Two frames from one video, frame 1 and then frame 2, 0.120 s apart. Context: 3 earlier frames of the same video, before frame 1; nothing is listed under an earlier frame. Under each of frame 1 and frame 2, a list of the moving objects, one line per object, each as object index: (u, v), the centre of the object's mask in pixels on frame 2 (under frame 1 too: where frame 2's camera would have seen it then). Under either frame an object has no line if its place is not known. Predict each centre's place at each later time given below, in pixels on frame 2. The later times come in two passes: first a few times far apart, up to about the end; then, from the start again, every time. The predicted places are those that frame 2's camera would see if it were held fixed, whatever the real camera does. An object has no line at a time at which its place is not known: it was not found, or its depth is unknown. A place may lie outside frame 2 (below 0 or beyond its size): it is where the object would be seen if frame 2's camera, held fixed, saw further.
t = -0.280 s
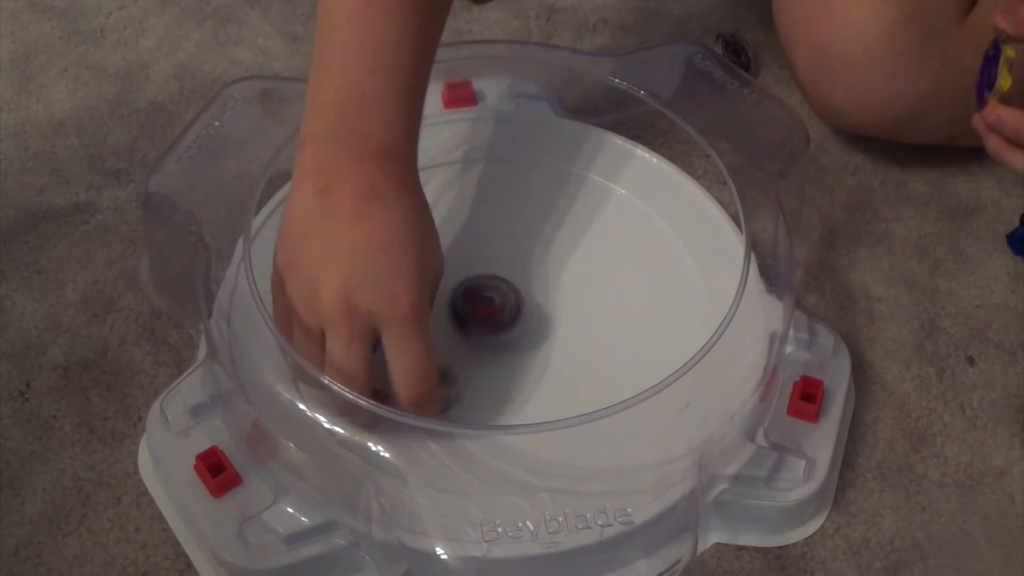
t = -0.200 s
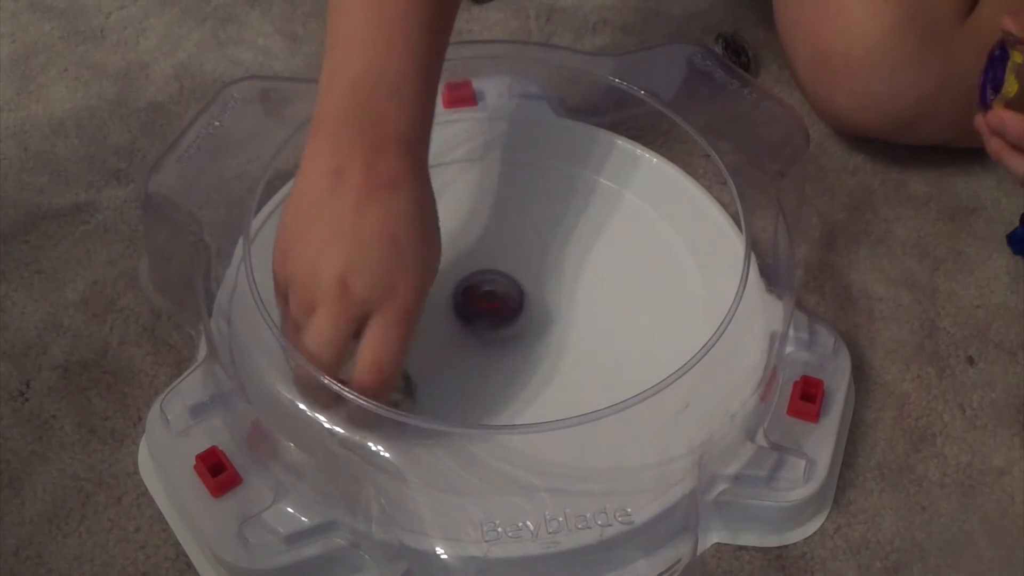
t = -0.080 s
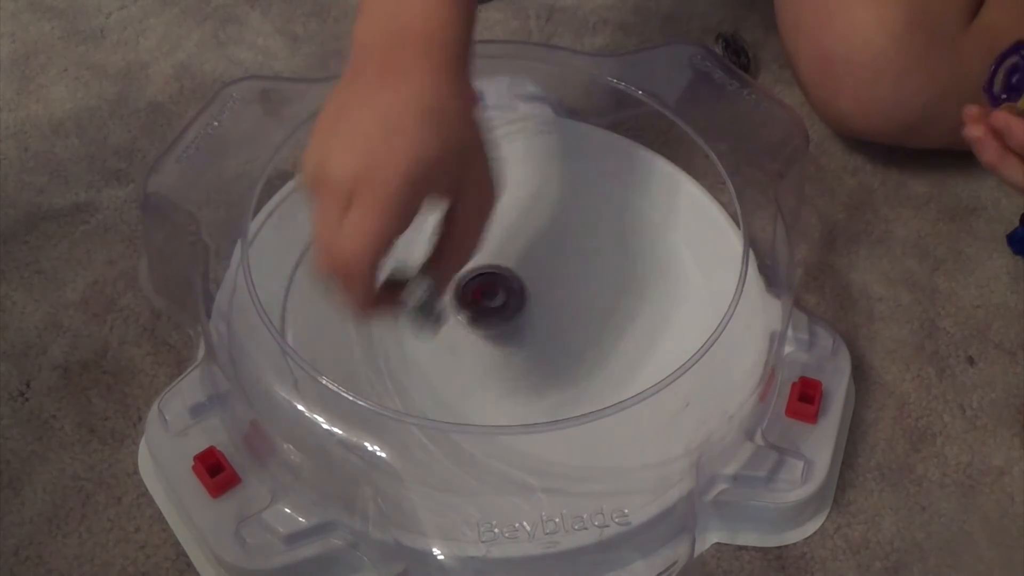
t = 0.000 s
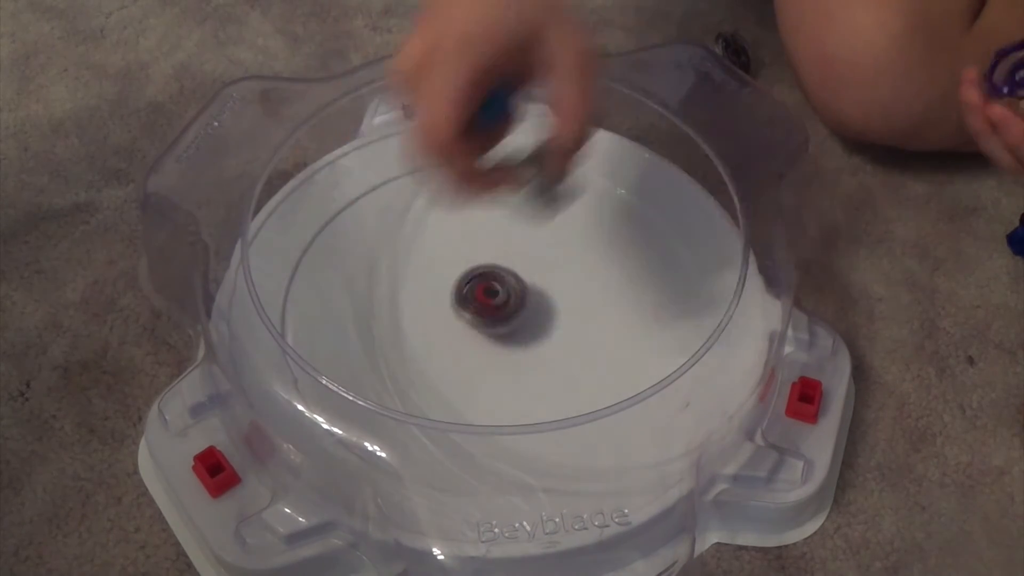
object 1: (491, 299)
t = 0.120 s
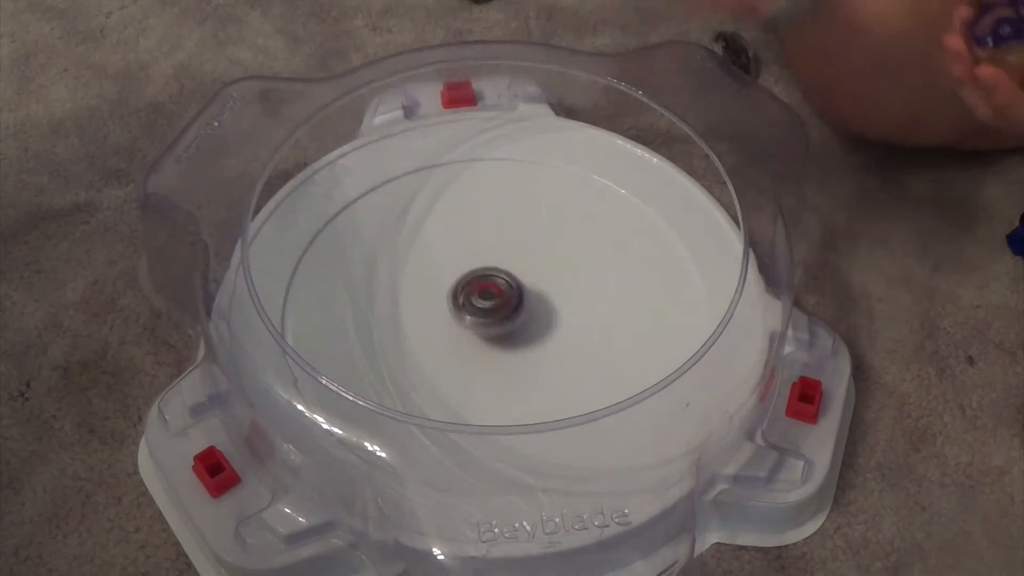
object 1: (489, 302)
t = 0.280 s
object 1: (484, 312)
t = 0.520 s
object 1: (476, 328)
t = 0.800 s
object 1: (480, 337)
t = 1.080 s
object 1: (500, 331)
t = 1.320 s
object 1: (514, 317)
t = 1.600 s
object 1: (510, 308)
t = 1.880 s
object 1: (490, 310)
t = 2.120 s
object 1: (468, 310)
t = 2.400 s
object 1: (464, 315)
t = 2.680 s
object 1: (481, 326)
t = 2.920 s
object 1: (497, 333)
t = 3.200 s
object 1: (510, 335)
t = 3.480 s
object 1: (505, 324)
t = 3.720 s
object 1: (495, 311)
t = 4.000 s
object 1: (481, 301)
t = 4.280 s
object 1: (475, 303)
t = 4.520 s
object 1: (474, 316)
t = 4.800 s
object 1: (482, 332)
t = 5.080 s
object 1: (503, 334)
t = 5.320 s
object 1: (511, 326)
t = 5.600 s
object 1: (511, 317)
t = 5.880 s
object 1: (497, 310)
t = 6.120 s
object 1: (480, 310)
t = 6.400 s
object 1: (466, 313)
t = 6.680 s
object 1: (473, 320)
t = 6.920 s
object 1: (487, 330)
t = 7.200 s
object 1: (504, 334)
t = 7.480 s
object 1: (510, 330)
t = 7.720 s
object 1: (507, 323)
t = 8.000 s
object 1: (499, 310)
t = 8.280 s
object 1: (492, 304)
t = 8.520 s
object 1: (483, 304)
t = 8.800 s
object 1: (474, 307)
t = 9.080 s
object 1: (472, 316)
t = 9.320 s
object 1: (472, 321)
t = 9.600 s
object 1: (483, 329)
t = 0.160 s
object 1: (488, 304)
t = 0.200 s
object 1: (488, 307)
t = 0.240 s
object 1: (486, 310)
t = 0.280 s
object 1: (484, 312)
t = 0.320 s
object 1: (483, 315)
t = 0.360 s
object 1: (481, 318)
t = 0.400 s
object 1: (480, 320)
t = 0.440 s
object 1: (479, 323)
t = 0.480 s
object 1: (477, 325)
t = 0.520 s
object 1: (476, 328)
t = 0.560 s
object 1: (475, 331)
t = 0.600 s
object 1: (475, 333)
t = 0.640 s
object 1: (476, 335)
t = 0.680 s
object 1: (476, 335)
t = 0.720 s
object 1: (478, 337)
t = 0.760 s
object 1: (478, 338)
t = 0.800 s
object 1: (480, 337)
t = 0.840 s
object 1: (482, 337)
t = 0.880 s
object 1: (484, 337)
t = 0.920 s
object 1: (488, 336)
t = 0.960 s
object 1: (490, 335)
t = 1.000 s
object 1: (493, 335)
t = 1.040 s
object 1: (497, 332)
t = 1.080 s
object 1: (500, 331)
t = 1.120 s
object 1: (503, 329)
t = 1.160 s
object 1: (505, 327)
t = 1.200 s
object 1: (509, 325)
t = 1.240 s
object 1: (511, 324)
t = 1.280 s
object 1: (514, 321)
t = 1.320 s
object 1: (514, 317)
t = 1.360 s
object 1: (516, 314)
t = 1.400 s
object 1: (516, 313)
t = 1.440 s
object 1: (515, 310)
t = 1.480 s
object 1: (516, 309)
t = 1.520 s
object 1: (513, 308)
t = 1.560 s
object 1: (512, 308)
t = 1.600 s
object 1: (510, 308)
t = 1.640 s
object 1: (508, 307)
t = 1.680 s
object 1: (506, 307)
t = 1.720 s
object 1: (502, 306)
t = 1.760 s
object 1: (501, 310)
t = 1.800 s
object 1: (497, 308)
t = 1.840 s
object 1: (493, 309)
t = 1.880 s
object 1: (490, 310)
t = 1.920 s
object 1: (486, 308)
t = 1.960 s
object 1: (483, 308)
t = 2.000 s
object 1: (480, 310)
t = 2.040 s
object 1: (475, 309)
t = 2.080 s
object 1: (471, 309)
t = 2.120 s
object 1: (468, 310)
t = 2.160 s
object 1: (466, 311)
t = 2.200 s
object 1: (465, 311)
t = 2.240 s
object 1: (464, 313)
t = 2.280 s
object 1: (463, 313)
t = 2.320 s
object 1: (465, 315)
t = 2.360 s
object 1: (464, 315)
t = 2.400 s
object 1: (464, 315)
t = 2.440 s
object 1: (465, 317)
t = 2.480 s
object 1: (466, 318)
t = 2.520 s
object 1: (470, 319)
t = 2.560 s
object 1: (471, 321)
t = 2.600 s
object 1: (472, 322)
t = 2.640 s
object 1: (476, 323)
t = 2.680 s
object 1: (481, 326)
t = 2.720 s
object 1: (483, 328)
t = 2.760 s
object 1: (486, 329)
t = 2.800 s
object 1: (488, 329)
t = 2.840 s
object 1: (491, 330)
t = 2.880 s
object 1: (495, 333)
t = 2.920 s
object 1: (497, 333)
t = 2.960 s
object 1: (501, 335)
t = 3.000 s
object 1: (504, 335)
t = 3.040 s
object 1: (506, 336)
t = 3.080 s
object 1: (507, 335)
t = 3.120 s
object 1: (507, 335)
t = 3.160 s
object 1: (508, 334)
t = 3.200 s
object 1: (510, 335)
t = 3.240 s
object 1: (510, 335)
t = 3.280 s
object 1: (510, 334)
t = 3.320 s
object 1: (510, 333)
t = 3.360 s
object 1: (509, 331)
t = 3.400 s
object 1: (509, 330)
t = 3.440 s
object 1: (507, 327)
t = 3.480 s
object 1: (505, 324)
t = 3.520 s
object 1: (505, 323)
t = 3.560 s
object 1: (503, 320)
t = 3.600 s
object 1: (501, 318)
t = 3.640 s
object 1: (498, 314)
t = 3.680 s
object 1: (496, 312)
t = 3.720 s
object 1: (495, 311)
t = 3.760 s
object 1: (493, 309)
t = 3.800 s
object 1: (489, 306)
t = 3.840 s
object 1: (487, 304)
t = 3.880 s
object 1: (487, 304)
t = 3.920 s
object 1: (484, 303)
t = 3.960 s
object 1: (484, 303)
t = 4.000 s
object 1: (481, 301)
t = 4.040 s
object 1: (479, 301)
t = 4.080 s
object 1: (480, 302)
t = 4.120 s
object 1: (478, 302)
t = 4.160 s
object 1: (477, 300)
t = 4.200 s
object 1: (476, 302)
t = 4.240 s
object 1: (475, 302)
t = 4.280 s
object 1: (475, 303)
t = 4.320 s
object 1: (475, 305)
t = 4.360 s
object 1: (476, 308)
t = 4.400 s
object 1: (474, 308)
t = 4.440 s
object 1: (473, 310)
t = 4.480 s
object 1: (473, 312)
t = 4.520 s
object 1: (474, 316)
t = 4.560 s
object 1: (474, 320)
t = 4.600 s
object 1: (473, 321)
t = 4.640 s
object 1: (474, 323)
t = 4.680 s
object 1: (477, 327)
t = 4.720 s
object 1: (478, 329)
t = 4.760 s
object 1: (480, 330)
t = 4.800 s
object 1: (482, 332)
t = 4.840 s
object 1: (485, 335)
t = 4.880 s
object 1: (488, 336)
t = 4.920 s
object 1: (491, 336)
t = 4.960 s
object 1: (494, 336)
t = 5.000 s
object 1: (497, 335)
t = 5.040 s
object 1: (500, 336)
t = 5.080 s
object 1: (503, 334)
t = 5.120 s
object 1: (505, 333)
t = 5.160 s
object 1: (507, 331)
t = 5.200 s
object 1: (509, 330)
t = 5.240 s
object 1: (510, 328)
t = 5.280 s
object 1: (512, 327)
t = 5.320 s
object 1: (511, 326)
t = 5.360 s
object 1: (511, 323)
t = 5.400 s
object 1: (513, 323)
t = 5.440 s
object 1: (512, 322)
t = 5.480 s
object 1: (513, 321)
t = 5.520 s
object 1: (513, 320)
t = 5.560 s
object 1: (511, 318)
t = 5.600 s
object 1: (511, 317)
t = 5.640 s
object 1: (509, 316)
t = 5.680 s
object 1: (507, 315)
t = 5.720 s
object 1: (507, 315)
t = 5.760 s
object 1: (504, 313)
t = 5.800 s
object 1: (502, 311)
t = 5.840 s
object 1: (500, 310)
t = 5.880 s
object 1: (497, 310)
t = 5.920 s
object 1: (493, 309)
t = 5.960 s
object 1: (492, 310)
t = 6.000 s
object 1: (487, 309)
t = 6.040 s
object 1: (486, 309)
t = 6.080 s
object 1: (482, 310)
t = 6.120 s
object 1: (480, 310)
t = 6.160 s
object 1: (477, 311)
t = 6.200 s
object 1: (474, 311)
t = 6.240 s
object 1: (470, 311)
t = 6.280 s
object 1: (469, 312)
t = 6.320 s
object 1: (468, 313)
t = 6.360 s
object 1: (467, 313)
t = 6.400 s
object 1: (466, 313)
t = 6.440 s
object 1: (468, 314)
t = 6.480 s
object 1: (467, 316)
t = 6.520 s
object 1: (470, 317)
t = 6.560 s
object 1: (469, 317)
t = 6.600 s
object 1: (470, 318)
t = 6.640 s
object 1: (472, 319)
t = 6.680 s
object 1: (473, 320)
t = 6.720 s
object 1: (473, 322)
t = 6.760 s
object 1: (475, 323)
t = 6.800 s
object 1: (481, 326)
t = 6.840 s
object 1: (483, 328)
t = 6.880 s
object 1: (485, 329)
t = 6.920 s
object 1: (487, 330)
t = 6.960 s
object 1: (491, 331)
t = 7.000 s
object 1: (493, 332)
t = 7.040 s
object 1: (494, 333)
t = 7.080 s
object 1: (497, 334)
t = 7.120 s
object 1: (501, 334)
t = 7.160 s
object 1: (503, 334)
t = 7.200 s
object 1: (504, 334)
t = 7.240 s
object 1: (507, 334)
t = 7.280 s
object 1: (509, 333)
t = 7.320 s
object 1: (508, 333)
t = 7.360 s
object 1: (507, 332)
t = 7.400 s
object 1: (509, 331)
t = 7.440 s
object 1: (510, 331)
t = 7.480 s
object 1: (510, 330)
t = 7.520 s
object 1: (508, 329)
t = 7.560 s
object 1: (508, 328)
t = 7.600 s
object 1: (509, 326)
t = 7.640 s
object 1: (509, 325)
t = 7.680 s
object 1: (507, 324)
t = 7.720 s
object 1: (507, 323)
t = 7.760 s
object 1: (507, 319)
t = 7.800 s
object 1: (507, 318)
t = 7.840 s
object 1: (505, 316)
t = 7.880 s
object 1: (503, 313)
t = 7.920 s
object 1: (503, 312)
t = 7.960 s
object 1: (501, 312)
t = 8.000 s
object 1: (499, 310)
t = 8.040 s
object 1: (499, 309)
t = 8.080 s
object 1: (498, 308)
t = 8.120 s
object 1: (496, 306)
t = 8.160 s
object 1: (495, 305)
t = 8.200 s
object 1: (493, 305)
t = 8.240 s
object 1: (494, 305)
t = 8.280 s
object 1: (492, 304)
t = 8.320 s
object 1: (490, 304)
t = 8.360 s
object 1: (489, 304)
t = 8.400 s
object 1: (487, 303)
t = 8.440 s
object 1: (487, 304)
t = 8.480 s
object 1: (486, 305)
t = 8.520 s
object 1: (483, 304)
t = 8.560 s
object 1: (482, 304)
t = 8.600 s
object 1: (481, 305)
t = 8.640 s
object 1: (480, 305)
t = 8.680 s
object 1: (478, 306)
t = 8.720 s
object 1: (477, 307)
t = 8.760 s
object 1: (475, 307)
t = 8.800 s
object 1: (474, 307)
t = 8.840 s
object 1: (474, 309)
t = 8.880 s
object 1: (472, 310)
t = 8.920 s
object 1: (473, 312)
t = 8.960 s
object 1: (471, 312)
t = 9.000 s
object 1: (470, 312)
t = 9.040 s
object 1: (473, 314)
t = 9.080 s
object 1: (472, 316)
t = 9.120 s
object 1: (470, 315)
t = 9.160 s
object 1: (471, 316)
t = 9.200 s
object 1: (471, 318)
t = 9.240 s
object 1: (471, 318)
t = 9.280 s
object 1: (472, 320)
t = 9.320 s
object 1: (472, 321)
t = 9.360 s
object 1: (473, 321)
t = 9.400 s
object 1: (474, 323)
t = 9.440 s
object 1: (476, 325)
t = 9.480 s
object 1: (478, 326)
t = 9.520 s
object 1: (479, 327)
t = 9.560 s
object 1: (481, 328)
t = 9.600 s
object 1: (483, 329)
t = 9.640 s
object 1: (485, 331)
